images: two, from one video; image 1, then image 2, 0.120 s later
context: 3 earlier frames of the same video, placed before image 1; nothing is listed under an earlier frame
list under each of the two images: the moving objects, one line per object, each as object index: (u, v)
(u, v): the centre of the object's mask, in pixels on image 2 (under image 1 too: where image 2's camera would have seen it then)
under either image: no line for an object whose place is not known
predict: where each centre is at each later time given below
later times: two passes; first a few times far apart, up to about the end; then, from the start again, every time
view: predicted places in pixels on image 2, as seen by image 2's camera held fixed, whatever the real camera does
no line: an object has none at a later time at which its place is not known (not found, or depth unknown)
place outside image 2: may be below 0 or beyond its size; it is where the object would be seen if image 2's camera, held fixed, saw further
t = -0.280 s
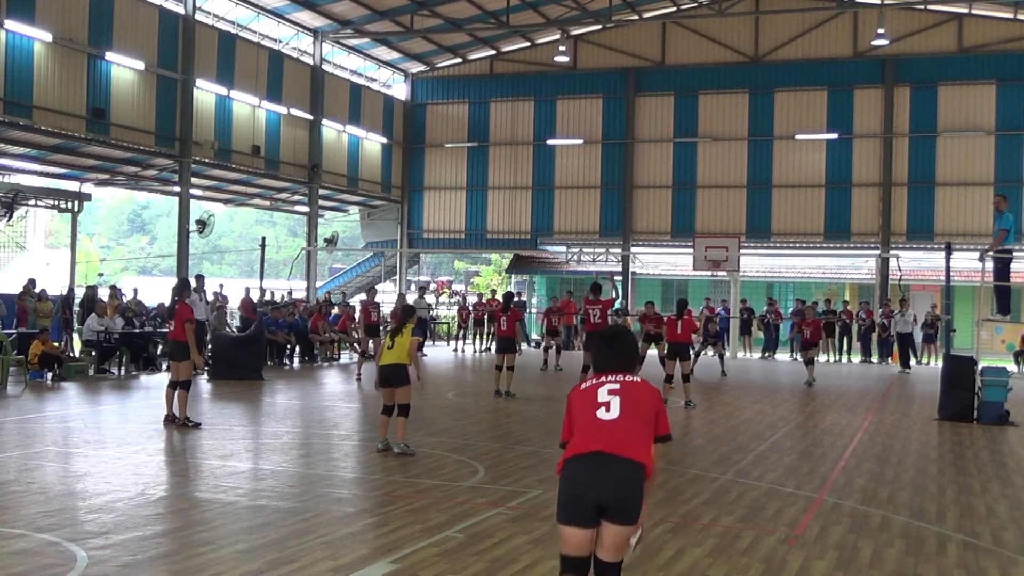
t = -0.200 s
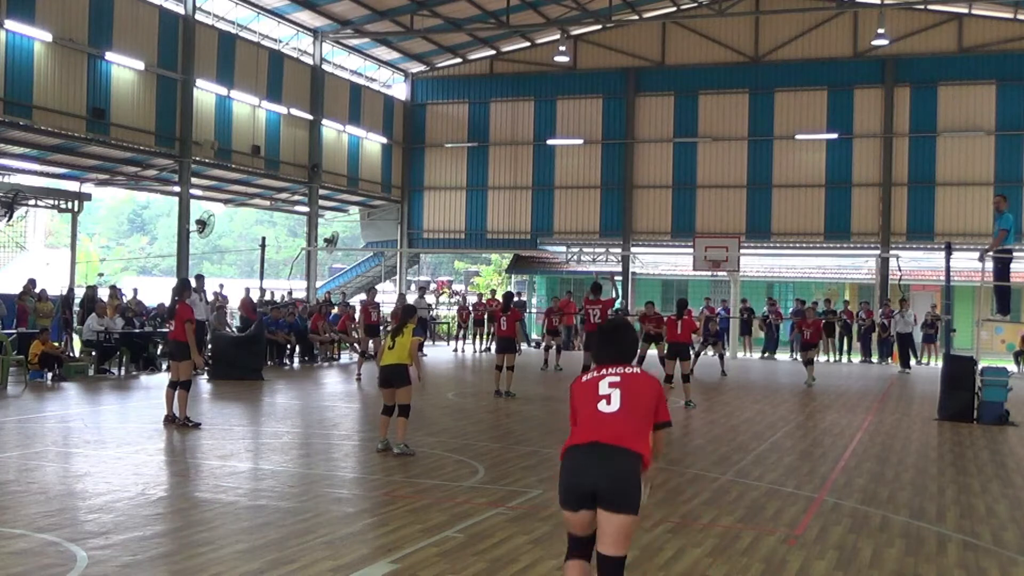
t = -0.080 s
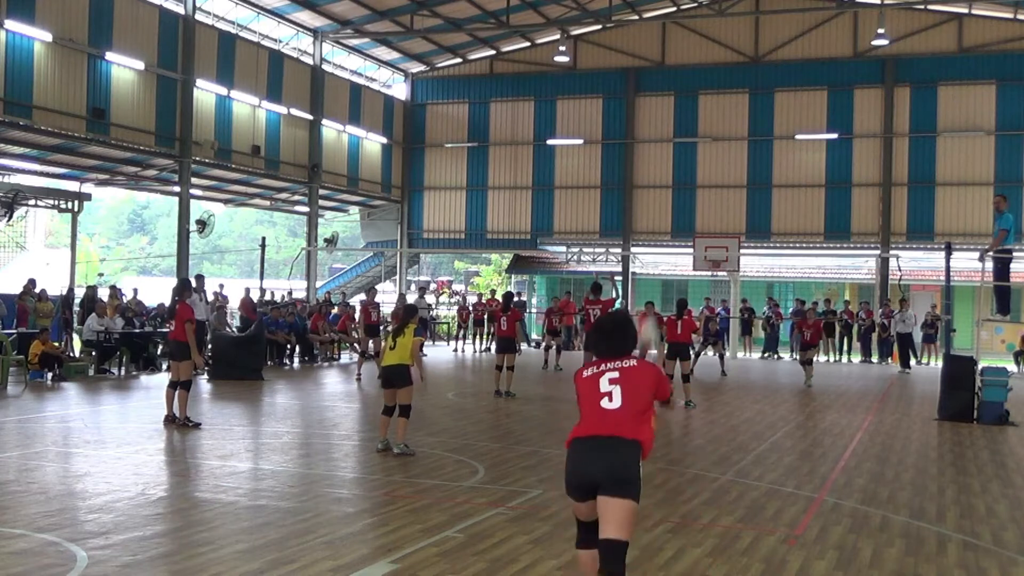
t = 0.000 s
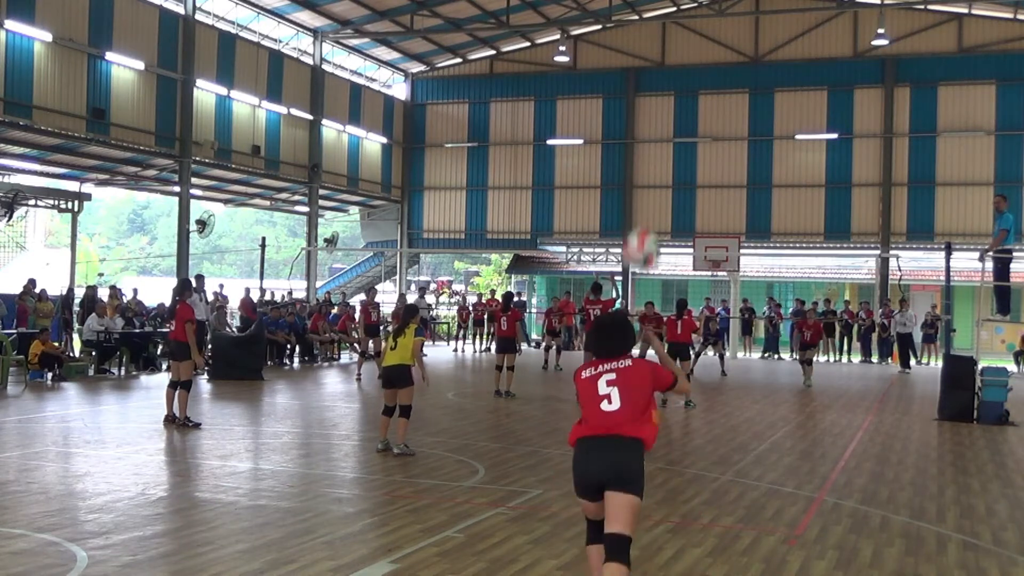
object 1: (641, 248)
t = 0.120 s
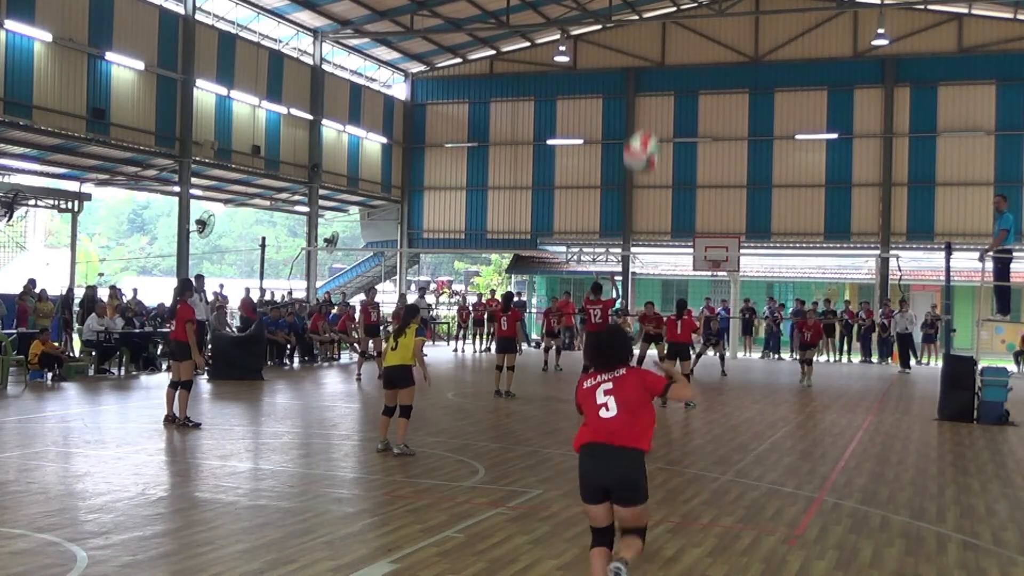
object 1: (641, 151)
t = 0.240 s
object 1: (641, 86)
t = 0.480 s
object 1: (639, 38)
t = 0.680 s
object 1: (636, 68)
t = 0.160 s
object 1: (642, 126)
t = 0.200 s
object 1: (641, 104)
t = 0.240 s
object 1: (641, 86)
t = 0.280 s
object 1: (642, 71)
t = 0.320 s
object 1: (641, 58)
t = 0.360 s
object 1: (640, 49)
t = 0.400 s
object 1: (640, 42)
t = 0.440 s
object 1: (640, 39)
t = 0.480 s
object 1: (639, 38)
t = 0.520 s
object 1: (639, 39)
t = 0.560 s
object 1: (638, 42)
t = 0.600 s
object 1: (637, 48)
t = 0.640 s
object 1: (637, 57)
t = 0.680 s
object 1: (636, 68)
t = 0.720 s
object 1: (635, 80)
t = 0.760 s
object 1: (634, 95)
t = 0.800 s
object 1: (632, 112)
